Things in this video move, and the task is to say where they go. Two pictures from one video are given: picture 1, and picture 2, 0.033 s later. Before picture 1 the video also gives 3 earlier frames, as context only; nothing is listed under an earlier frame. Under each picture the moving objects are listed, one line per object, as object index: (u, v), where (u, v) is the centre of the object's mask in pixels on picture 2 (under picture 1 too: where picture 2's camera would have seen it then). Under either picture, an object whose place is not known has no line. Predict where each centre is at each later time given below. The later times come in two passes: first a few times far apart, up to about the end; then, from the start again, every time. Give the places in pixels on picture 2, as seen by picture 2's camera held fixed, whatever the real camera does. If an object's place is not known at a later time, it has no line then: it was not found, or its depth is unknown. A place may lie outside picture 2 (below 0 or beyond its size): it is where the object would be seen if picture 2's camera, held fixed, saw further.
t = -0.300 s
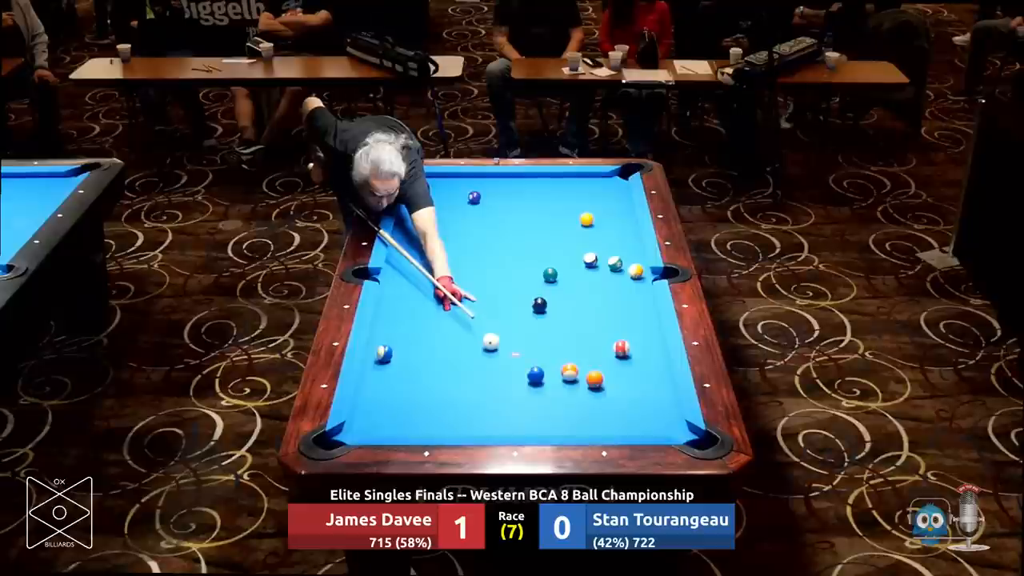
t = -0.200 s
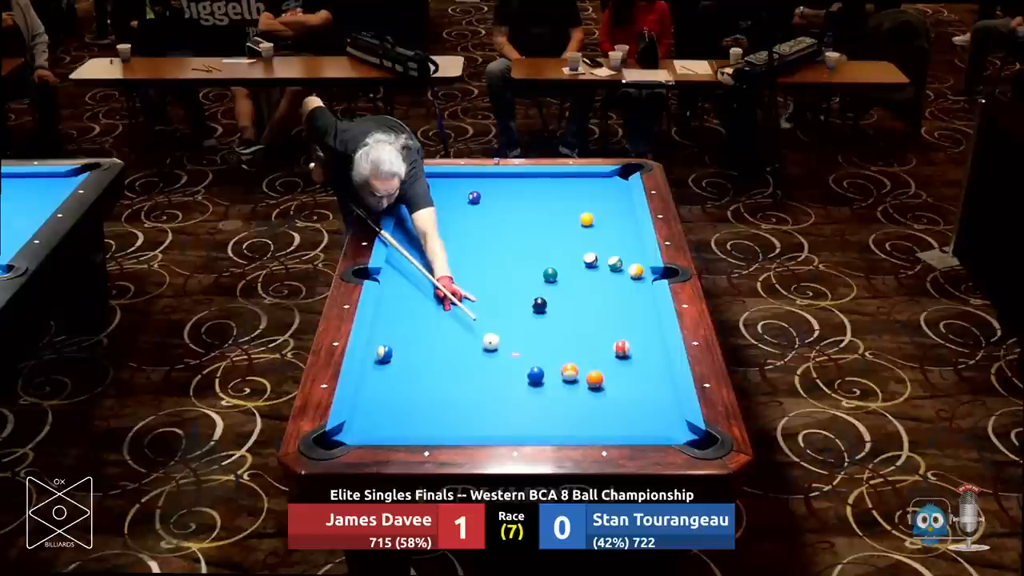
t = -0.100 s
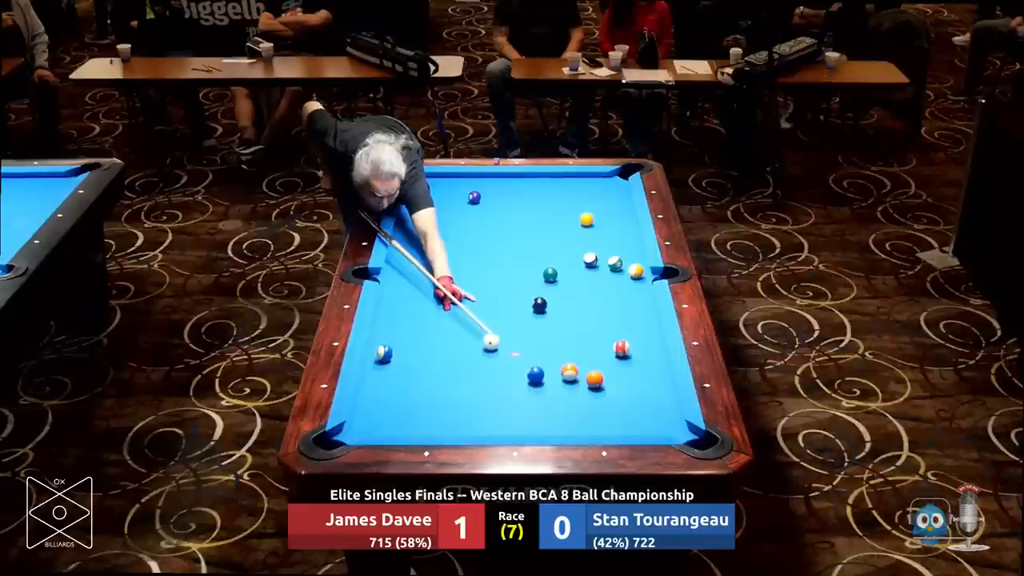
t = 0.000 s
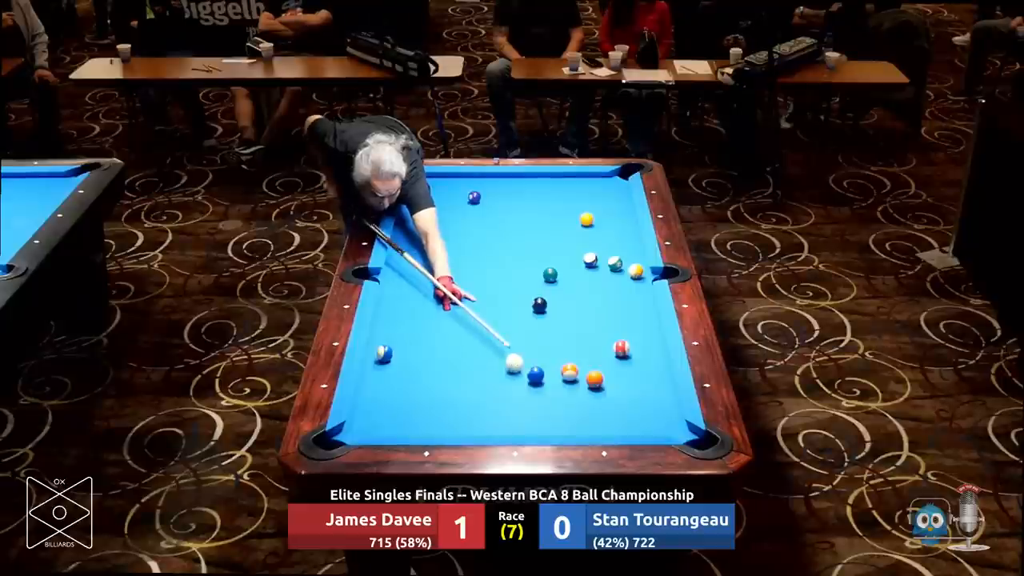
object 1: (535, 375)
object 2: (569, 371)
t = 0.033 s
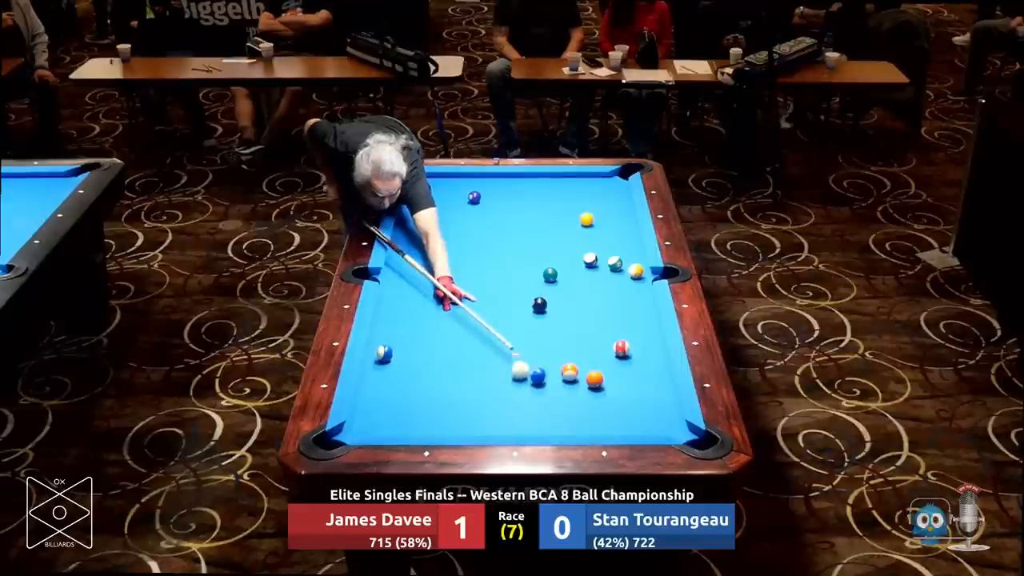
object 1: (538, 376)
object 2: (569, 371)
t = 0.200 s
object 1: (586, 395)
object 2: (569, 372)
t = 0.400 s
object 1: (636, 413)
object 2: (569, 371)
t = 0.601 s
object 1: (689, 431)
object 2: (569, 371)
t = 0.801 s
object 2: (569, 371)
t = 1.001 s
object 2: (569, 371)
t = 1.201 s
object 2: (570, 371)
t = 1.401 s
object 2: (575, 365)
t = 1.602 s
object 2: (581, 359)
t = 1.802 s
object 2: (587, 353)
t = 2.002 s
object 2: (593, 347)
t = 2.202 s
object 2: (598, 342)
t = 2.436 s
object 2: (604, 338)
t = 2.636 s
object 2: (608, 333)
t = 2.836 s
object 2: (611, 330)
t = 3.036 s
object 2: (615, 327)
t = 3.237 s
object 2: (618, 325)
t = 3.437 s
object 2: (621, 323)
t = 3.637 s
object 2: (623, 321)
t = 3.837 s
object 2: (625, 320)
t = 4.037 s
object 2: (627, 319)
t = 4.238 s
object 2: (627, 319)
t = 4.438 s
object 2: (628, 319)
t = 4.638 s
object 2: (628, 318)
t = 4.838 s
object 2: (628, 318)
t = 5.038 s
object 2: (628, 318)
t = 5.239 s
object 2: (628, 318)
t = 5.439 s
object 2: (628, 318)
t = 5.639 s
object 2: (628, 318)
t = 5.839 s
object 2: (628, 318)
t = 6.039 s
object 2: (628, 319)
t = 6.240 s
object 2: (628, 319)
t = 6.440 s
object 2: (628, 318)
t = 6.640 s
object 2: (628, 318)
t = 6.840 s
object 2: (628, 318)
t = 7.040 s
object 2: (628, 318)
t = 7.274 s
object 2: (628, 319)
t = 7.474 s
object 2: (628, 319)
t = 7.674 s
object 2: (628, 319)
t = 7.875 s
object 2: (628, 319)
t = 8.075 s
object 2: (628, 319)
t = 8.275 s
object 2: (628, 319)
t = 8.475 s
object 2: (628, 319)
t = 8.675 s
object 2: (628, 319)
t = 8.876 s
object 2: (628, 319)
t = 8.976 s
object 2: (628, 319)
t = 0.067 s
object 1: (548, 380)
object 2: (569, 371)
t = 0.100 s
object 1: (559, 385)
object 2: (569, 371)
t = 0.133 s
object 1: (569, 386)
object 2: (570, 370)
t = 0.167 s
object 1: (577, 390)
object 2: (569, 371)
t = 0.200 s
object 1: (586, 395)
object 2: (569, 372)
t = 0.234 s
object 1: (594, 397)
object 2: (569, 371)
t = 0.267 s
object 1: (602, 400)
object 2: (569, 371)
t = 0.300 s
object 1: (611, 403)
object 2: (569, 371)
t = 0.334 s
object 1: (620, 407)
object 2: (569, 371)
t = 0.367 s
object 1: (628, 409)
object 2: (569, 371)
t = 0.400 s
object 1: (636, 413)
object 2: (569, 371)
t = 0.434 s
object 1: (645, 416)
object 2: (569, 371)
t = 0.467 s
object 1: (654, 418)
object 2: (569, 371)
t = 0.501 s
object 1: (663, 422)
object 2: (569, 371)
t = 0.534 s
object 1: (672, 425)
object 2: (569, 371)
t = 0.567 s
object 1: (680, 428)
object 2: (569, 371)
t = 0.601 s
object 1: (689, 431)
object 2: (569, 371)
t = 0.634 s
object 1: (695, 435)
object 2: (569, 371)
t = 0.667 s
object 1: (699, 443)
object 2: (569, 371)
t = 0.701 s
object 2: (569, 371)
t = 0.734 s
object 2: (569, 371)
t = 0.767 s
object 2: (569, 371)
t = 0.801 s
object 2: (569, 371)
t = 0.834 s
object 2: (569, 371)
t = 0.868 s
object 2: (569, 371)
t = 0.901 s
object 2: (569, 371)
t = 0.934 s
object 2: (569, 371)
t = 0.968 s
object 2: (569, 371)
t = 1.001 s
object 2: (569, 371)
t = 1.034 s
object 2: (569, 371)
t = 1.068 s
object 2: (569, 371)
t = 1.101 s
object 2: (569, 371)
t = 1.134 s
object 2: (569, 371)
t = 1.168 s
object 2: (570, 371)
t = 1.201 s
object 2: (570, 371)
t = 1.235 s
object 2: (570, 370)
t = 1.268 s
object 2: (571, 369)
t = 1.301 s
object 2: (572, 368)
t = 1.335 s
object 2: (573, 367)
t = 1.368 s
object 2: (574, 366)
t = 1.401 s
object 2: (575, 365)
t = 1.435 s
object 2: (576, 364)
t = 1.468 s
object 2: (577, 363)
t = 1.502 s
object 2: (579, 363)
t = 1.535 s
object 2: (580, 361)
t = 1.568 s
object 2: (580, 361)
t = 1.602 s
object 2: (581, 359)
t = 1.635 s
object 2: (582, 358)
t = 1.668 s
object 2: (583, 357)
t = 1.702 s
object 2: (584, 356)
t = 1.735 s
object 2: (585, 355)
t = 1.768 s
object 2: (586, 354)
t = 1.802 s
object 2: (587, 353)
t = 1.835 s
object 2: (588, 352)
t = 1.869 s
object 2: (589, 351)
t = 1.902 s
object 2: (590, 350)
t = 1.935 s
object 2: (591, 349)
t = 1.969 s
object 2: (592, 348)
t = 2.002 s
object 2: (593, 347)
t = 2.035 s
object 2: (594, 346)
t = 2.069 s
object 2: (595, 346)
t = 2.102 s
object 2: (595, 345)
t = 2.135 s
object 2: (596, 344)
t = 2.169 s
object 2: (597, 343)
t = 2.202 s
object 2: (598, 342)
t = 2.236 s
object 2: (599, 342)
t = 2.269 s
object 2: (600, 341)
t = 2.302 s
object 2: (600, 340)
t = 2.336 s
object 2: (601, 339)
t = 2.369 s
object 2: (602, 339)
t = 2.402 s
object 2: (603, 338)
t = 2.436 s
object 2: (604, 338)
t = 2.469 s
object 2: (604, 337)
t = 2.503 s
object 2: (605, 336)
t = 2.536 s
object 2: (606, 335)
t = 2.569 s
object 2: (606, 335)
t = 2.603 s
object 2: (607, 334)
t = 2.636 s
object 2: (608, 333)
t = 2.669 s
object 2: (608, 333)
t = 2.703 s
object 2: (609, 332)
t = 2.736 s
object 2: (610, 332)
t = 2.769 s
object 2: (610, 331)
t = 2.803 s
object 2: (611, 331)
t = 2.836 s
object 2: (611, 330)
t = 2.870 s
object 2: (612, 330)
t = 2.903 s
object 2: (613, 329)
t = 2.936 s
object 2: (613, 329)
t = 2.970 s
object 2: (614, 328)
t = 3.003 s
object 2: (614, 328)
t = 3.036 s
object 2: (615, 327)
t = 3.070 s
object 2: (615, 327)
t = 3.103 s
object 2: (616, 327)
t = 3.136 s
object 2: (617, 326)
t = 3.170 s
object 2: (617, 326)
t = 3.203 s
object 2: (618, 325)
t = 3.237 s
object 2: (618, 325)
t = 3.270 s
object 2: (619, 325)
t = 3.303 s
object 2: (619, 324)
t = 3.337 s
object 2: (619, 324)
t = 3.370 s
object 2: (620, 324)
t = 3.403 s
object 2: (620, 324)
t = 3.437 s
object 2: (621, 323)
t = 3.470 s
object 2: (621, 323)
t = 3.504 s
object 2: (622, 322)
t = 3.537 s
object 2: (622, 322)
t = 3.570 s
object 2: (622, 322)
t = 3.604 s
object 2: (623, 321)
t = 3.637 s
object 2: (623, 321)
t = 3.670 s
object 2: (623, 321)
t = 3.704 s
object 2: (624, 321)
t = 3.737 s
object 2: (624, 321)
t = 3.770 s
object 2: (625, 320)
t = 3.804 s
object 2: (625, 320)
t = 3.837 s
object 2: (625, 320)
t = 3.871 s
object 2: (626, 320)
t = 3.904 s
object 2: (626, 320)
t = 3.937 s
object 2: (626, 320)
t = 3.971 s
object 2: (627, 319)
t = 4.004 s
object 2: (627, 319)
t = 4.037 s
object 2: (627, 319)
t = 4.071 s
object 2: (627, 319)
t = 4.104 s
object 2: (627, 319)
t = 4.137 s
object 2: (627, 319)
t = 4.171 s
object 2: (627, 319)
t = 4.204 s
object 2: (627, 319)
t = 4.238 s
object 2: (627, 319)
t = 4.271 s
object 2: (628, 319)
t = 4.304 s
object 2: (628, 319)
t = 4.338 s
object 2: (628, 319)
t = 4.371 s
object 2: (628, 319)
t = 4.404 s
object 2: (628, 318)
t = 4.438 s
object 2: (628, 319)
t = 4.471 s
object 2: (628, 319)
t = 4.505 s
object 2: (628, 319)
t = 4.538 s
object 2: (628, 319)
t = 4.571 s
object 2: (628, 319)
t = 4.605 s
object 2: (628, 318)
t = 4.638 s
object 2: (628, 318)
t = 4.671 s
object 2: (628, 318)
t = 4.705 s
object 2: (628, 318)
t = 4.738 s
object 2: (628, 318)
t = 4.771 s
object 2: (628, 318)
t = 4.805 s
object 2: (628, 318)
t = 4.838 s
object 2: (628, 318)
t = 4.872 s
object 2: (628, 318)
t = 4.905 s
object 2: (628, 318)
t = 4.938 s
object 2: (628, 318)
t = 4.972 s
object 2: (628, 318)
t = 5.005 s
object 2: (628, 318)
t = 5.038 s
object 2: (628, 318)
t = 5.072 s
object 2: (628, 318)
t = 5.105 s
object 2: (628, 318)
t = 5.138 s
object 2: (628, 318)
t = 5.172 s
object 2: (628, 318)
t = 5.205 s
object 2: (628, 318)
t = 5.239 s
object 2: (628, 318)
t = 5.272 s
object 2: (628, 318)
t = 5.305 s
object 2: (628, 318)
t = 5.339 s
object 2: (628, 318)
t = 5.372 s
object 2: (628, 318)
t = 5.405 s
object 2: (628, 318)
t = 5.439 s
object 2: (628, 318)
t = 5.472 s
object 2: (628, 318)
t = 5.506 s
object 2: (628, 318)
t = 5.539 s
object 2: (628, 318)
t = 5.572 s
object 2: (628, 318)
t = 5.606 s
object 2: (628, 318)
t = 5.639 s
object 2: (628, 318)
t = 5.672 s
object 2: (628, 318)
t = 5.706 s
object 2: (628, 318)
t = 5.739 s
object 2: (628, 318)
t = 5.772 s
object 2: (628, 318)
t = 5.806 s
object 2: (628, 318)
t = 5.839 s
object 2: (628, 318)
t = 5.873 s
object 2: (628, 318)
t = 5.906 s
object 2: (628, 318)
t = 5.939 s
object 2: (628, 318)
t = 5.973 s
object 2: (628, 319)
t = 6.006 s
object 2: (628, 318)
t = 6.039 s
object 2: (628, 319)
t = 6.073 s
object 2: (628, 318)
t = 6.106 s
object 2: (628, 318)
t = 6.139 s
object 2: (628, 318)
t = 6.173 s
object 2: (628, 319)
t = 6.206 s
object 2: (628, 319)
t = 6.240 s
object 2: (628, 319)
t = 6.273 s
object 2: (628, 318)
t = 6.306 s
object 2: (628, 318)
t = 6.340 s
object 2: (628, 318)
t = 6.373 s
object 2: (628, 318)
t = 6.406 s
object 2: (628, 318)
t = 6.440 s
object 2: (628, 318)
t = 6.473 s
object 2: (628, 318)
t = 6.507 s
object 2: (628, 318)
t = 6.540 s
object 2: (628, 318)
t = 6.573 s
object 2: (628, 318)
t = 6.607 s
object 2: (628, 318)
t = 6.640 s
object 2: (628, 318)
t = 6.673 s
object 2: (628, 318)
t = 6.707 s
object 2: (628, 318)
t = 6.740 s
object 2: (628, 318)
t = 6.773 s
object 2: (628, 318)
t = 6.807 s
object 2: (628, 318)
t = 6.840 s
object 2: (628, 318)
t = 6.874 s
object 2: (628, 318)
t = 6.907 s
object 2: (628, 318)
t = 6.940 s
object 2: (628, 318)
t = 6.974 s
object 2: (628, 318)
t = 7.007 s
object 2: (628, 318)
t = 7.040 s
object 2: (628, 318)
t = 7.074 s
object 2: (628, 318)
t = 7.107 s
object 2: (628, 319)
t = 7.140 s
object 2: (628, 319)
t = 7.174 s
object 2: (628, 319)
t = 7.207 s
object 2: (628, 319)
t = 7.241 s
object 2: (628, 319)
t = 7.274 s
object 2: (628, 319)
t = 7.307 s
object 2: (628, 319)
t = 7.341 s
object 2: (628, 319)
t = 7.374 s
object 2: (628, 319)
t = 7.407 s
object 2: (628, 319)
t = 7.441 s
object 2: (628, 319)
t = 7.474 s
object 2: (628, 319)
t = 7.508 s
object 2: (628, 319)
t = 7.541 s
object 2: (628, 319)
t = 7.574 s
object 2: (628, 319)
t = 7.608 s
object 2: (628, 319)
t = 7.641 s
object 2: (628, 319)
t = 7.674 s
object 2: (628, 319)
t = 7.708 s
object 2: (628, 319)
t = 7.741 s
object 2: (628, 319)
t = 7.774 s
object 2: (628, 319)
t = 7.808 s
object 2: (628, 319)
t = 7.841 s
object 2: (628, 319)
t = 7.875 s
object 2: (628, 319)
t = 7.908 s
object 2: (628, 319)
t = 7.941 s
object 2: (628, 319)
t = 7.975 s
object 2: (628, 319)
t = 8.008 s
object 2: (628, 319)
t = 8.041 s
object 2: (628, 319)
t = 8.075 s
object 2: (628, 319)
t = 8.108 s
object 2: (628, 319)
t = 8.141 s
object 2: (628, 319)
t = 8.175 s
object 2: (628, 319)
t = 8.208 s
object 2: (628, 319)
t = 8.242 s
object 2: (628, 319)
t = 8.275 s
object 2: (628, 319)
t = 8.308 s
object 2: (628, 319)
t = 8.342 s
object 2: (628, 319)
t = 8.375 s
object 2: (628, 319)
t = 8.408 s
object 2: (628, 319)
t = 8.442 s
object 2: (628, 319)
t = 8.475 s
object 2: (628, 319)
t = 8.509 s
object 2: (628, 319)
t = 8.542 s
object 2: (628, 319)
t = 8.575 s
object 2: (628, 319)
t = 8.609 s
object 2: (628, 319)
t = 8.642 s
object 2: (628, 319)
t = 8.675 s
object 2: (628, 319)
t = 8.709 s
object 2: (628, 319)
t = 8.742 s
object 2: (628, 319)
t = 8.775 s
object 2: (628, 319)
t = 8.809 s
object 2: (628, 319)
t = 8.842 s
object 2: (628, 319)
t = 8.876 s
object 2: (628, 319)
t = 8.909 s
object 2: (628, 319)
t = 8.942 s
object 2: (628, 319)
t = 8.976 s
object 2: (628, 319)
